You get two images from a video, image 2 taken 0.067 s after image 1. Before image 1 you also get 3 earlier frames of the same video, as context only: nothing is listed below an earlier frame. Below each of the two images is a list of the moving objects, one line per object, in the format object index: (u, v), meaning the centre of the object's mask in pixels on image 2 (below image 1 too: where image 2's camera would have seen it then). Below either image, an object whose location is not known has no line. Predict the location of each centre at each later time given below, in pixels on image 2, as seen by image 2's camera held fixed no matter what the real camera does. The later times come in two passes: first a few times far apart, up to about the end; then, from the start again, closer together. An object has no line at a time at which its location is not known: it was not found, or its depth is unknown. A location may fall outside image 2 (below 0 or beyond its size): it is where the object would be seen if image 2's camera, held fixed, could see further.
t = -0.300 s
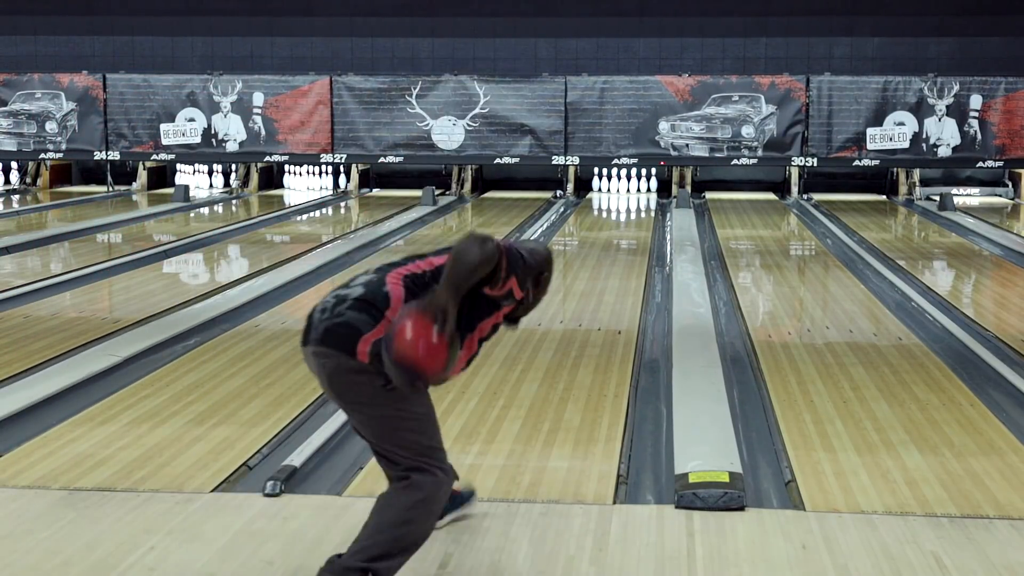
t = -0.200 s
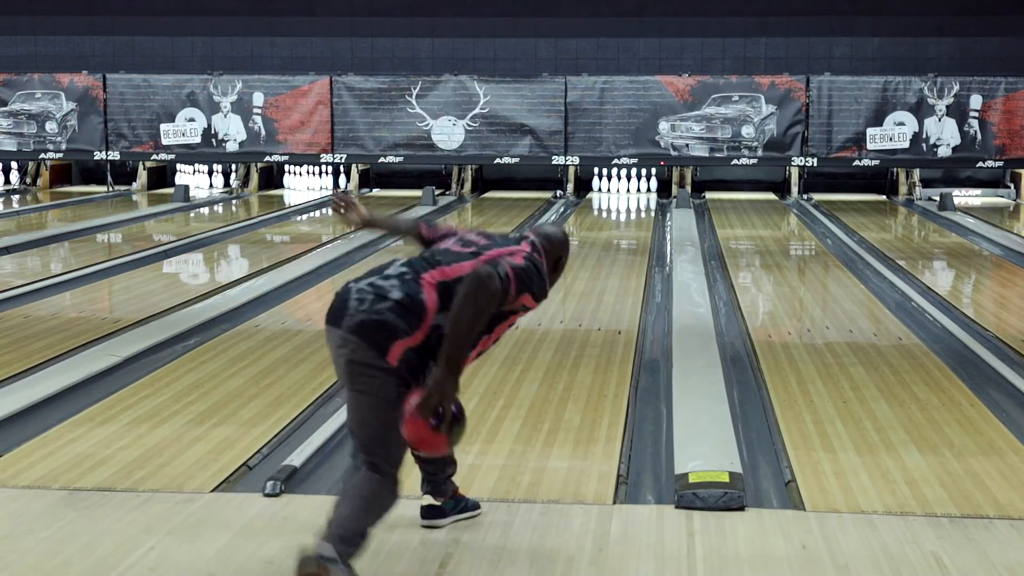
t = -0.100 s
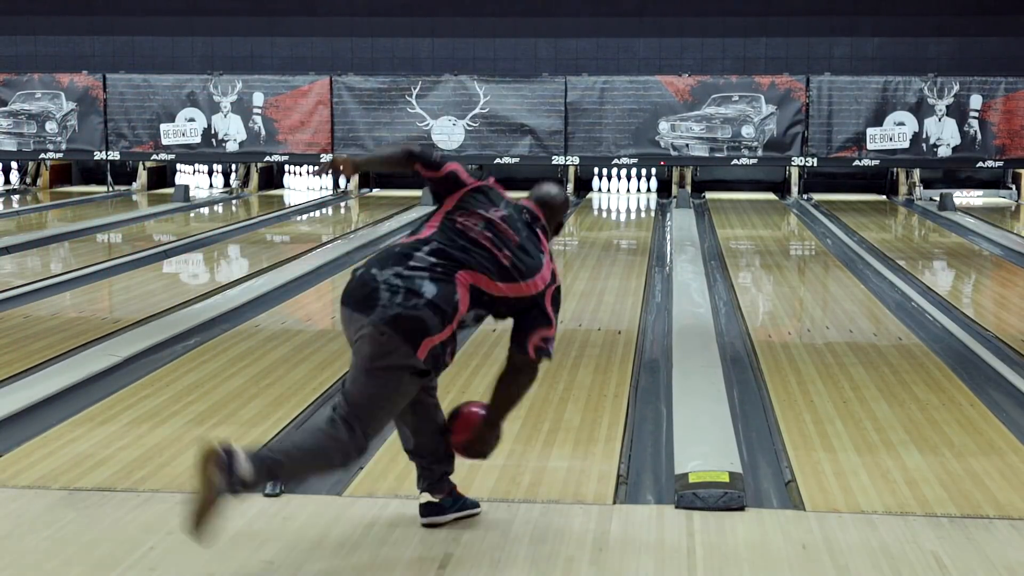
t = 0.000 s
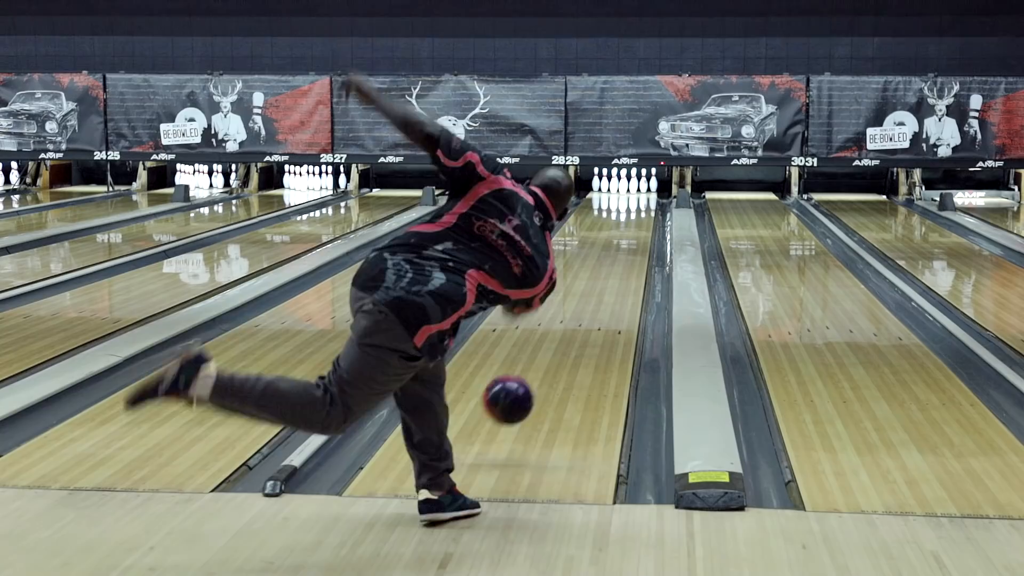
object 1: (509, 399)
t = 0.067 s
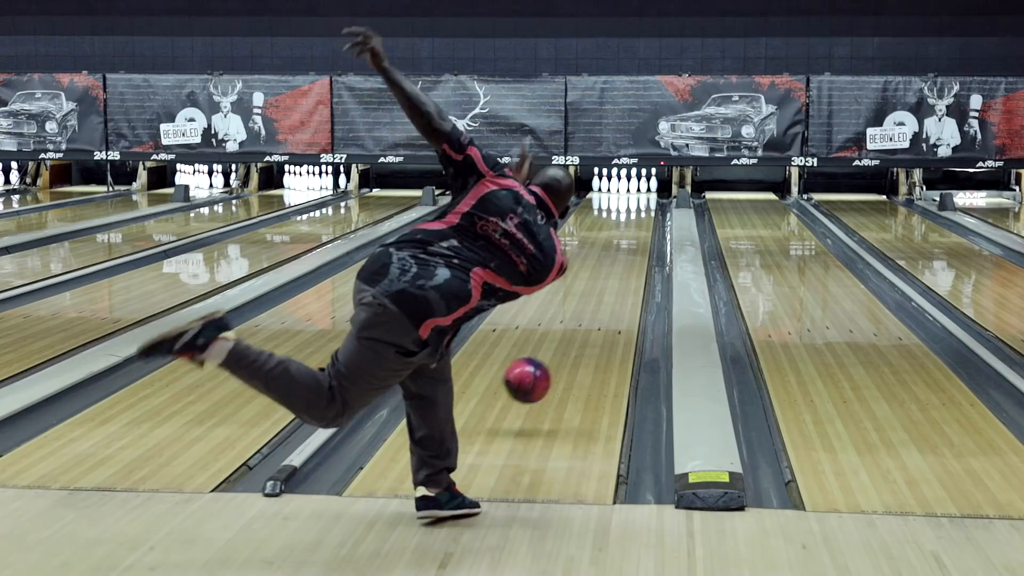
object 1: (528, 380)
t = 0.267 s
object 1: (570, 351)
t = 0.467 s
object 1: (599, 312)
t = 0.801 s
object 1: (628, 268)
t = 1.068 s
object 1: (641, 243)
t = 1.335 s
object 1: (647, 225)
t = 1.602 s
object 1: (648, 210)
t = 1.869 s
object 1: (644, 199)
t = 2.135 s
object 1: (632, 190)
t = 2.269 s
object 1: (633, 184)
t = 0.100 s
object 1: (536, 375)
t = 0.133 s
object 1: (544, 372)
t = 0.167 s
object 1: (551, 372)
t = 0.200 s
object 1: (558, 371)
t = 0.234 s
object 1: (564, 360)
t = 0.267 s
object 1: (570, 351)
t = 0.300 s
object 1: (576, 345)
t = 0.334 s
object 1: (581, 337)
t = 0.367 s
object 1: (586, 330)
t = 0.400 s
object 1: (590, 324)
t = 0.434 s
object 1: (595, 318)
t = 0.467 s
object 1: (599, 312)
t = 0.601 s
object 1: (613, 292)
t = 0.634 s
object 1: (616, 288)
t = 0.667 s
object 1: (619, 283)
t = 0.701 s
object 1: (621, 279)
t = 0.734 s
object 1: (624, 275)
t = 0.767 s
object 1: (626, 271)
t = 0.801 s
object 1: (628, 268)
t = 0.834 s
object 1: (630, 264)
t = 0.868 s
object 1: (632, 260)
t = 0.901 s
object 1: (634, 257)
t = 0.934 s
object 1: (635, 254)
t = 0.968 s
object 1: (637, 251)
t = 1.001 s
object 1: (638, 248)
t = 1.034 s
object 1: (639, 246)
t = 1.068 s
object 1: (641, 243)
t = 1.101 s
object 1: (642, 240)
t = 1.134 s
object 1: (643, 238)
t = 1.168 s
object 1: (644, 236)
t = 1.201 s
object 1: (644, 233)
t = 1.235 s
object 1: (645, 231)
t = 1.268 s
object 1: (646, 229)
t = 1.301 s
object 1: (647, 227)
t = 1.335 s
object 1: (647, 225)
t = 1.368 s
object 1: (648, 223)
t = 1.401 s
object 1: (648, 221)
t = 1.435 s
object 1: (648, 219)
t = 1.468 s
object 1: (648, 217)
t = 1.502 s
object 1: (649, 215)
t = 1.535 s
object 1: (648, 214)
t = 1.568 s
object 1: (649, 212)
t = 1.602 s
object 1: (648, 210)
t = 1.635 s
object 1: (648, 209)
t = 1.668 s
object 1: (648, 207)
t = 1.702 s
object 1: (647, 206)
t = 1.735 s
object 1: (647, 204)
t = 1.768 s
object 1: (646, 203)
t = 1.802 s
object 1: (645, 202)
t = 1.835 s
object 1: (645, 200)
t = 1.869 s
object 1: (644, 199)
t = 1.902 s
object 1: (642, 198)
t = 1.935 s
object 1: (642, 197)
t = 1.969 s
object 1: (640, 196)
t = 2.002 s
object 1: (639, 195)
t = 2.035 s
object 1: (637, 194)
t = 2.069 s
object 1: (635, 192)
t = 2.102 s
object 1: (634, 191)
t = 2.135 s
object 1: (632, 190)
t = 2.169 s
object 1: (631, 189)
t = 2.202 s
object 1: (631, 188)
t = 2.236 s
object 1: (631, 187)
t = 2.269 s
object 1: (633, 184)
